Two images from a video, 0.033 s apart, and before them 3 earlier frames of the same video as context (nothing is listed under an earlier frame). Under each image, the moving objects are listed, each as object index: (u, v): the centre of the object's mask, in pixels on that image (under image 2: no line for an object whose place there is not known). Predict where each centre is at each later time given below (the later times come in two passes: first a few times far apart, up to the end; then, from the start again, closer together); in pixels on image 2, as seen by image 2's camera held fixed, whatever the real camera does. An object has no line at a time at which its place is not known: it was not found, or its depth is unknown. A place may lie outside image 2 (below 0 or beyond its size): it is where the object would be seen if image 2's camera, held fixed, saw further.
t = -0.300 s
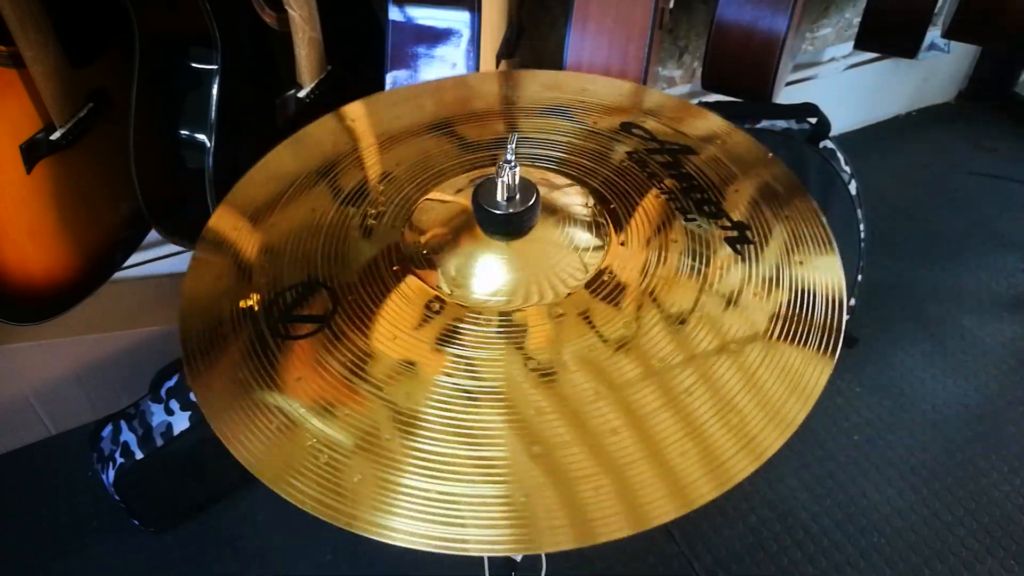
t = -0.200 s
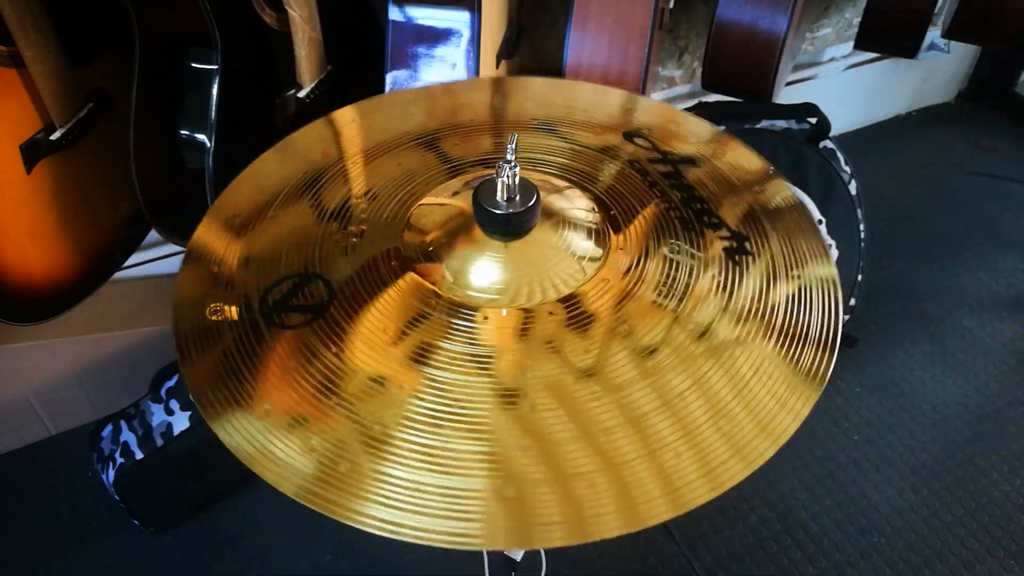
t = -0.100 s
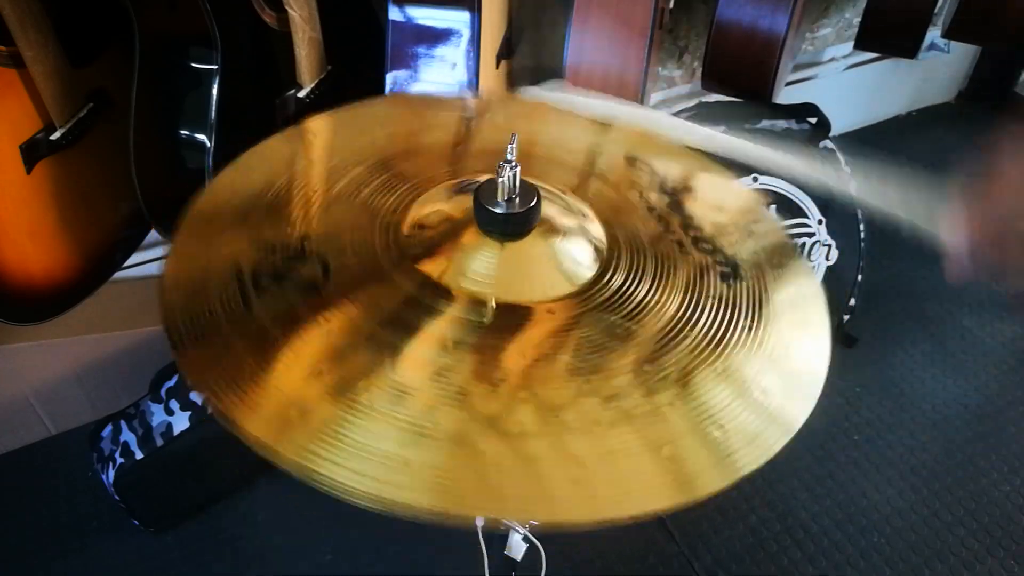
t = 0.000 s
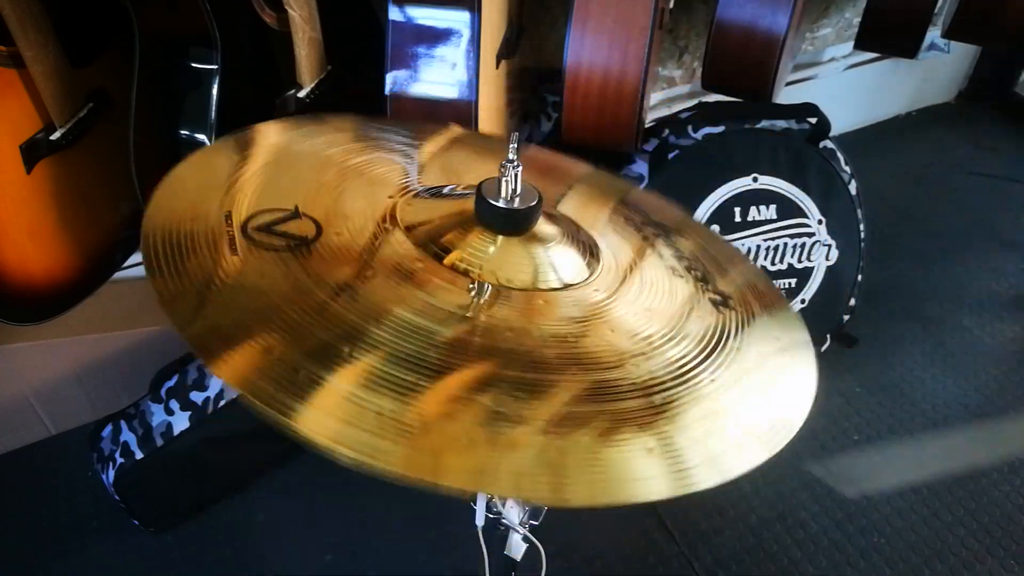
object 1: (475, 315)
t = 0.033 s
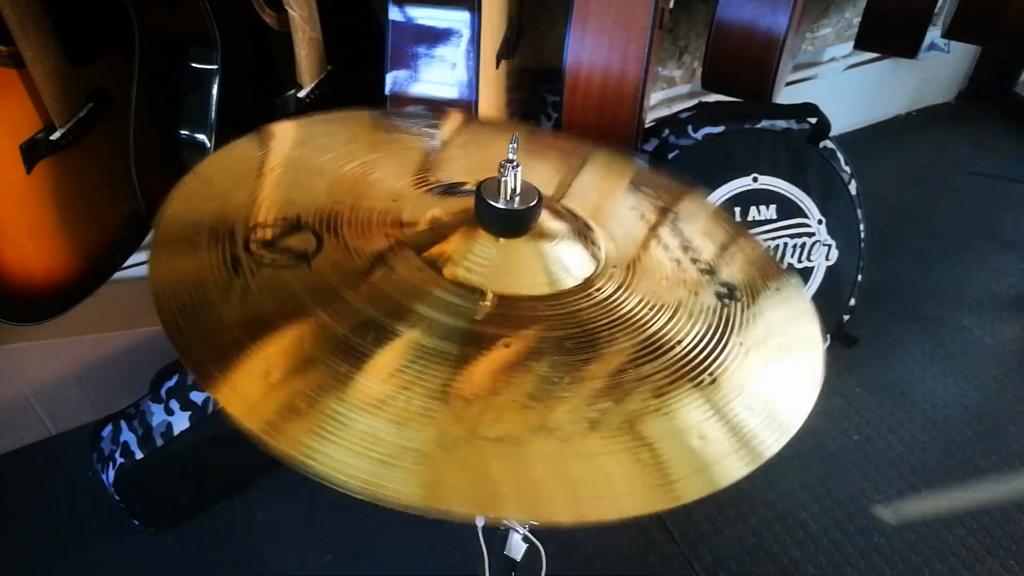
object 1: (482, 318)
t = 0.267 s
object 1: (514, 311)
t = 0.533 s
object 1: (493, 315)
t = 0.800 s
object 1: (508, 314)
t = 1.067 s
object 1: (499, 315)
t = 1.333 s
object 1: (500, 315)
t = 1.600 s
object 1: (502, 315)
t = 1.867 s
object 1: (501, 314)
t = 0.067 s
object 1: (494, 319)
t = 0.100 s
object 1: (505, 317)
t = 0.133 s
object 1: (518, 311)
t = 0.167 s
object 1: (526, 305)
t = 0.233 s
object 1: (523, 306)
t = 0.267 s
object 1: (514, 311)
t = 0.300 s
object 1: (505, 313)
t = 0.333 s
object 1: (498, 313)
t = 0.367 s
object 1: (490, 312)
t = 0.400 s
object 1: (483, 312)
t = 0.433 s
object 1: (481, 313)
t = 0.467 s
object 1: (483, 314)
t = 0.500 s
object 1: (487, 315)
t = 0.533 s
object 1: (493, 315)
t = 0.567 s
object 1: (501, 315)
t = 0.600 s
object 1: (507, 314)
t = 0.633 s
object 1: (513, 313)
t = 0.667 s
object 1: (517, 311)
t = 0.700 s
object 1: (518, 311)
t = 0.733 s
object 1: (517, 311)
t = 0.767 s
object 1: (513, 313)
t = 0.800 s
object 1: (508, 314)
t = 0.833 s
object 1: (502, 314)
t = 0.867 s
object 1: (498, 315)
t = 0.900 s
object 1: (493, 314)
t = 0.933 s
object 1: (491, 314)
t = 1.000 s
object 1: (493, 314)
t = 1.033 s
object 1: (496, 315)
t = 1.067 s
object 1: (499, 315)
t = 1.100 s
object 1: (502, 315)
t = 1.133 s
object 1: (505, 314)
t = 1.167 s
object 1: (506, 314)
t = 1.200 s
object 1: (507, 314)
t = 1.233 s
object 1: (506, 314)
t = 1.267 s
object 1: (504, 314)
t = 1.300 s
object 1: (502, 315)
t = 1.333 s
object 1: (500, 315)
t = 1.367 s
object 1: (499, 314)
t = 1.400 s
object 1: (498, 314)
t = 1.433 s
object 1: (498, 315)
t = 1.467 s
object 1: (499, 314)
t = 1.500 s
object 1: (500, 314)
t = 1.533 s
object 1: (501, 314)
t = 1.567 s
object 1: (502, 315)
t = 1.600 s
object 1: (502, 315)
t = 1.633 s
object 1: (502, 314)
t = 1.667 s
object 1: (502, 315)
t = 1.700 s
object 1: (501, 314)
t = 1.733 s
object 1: (500, 314)
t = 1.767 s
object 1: (500, 314)
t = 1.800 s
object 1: (500, 314)
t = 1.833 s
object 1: (500, 314)
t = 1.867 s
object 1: (501, 314)
